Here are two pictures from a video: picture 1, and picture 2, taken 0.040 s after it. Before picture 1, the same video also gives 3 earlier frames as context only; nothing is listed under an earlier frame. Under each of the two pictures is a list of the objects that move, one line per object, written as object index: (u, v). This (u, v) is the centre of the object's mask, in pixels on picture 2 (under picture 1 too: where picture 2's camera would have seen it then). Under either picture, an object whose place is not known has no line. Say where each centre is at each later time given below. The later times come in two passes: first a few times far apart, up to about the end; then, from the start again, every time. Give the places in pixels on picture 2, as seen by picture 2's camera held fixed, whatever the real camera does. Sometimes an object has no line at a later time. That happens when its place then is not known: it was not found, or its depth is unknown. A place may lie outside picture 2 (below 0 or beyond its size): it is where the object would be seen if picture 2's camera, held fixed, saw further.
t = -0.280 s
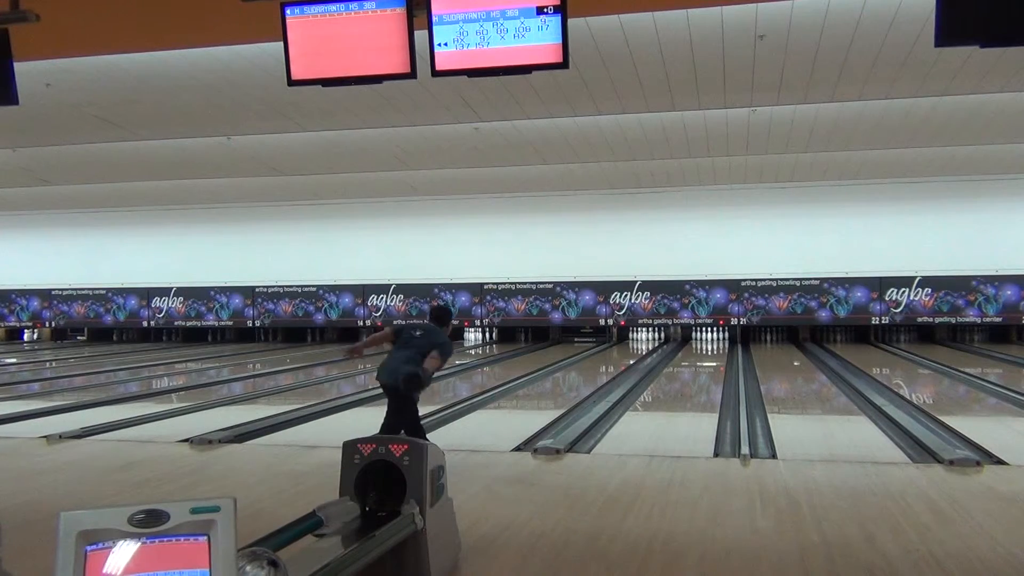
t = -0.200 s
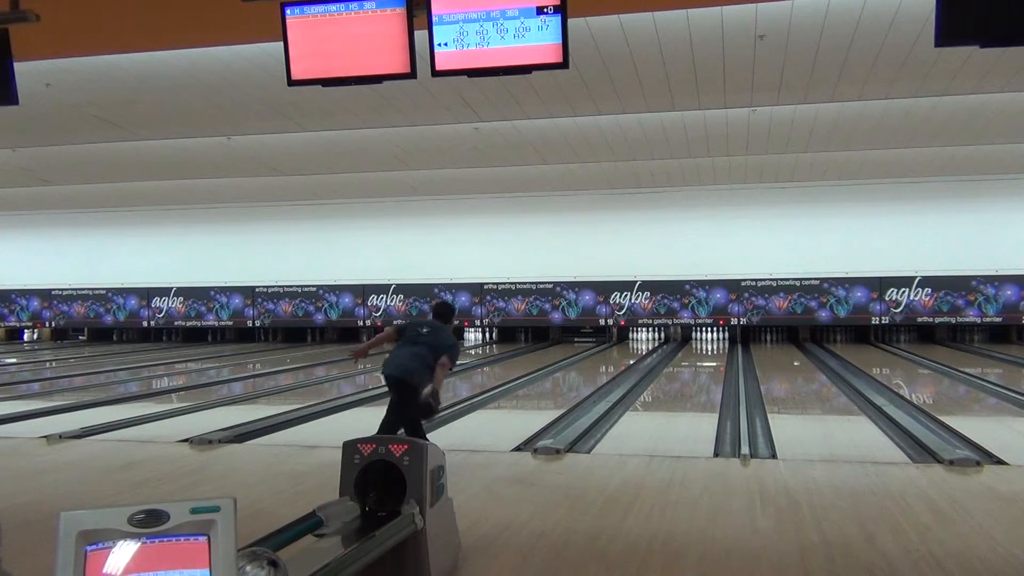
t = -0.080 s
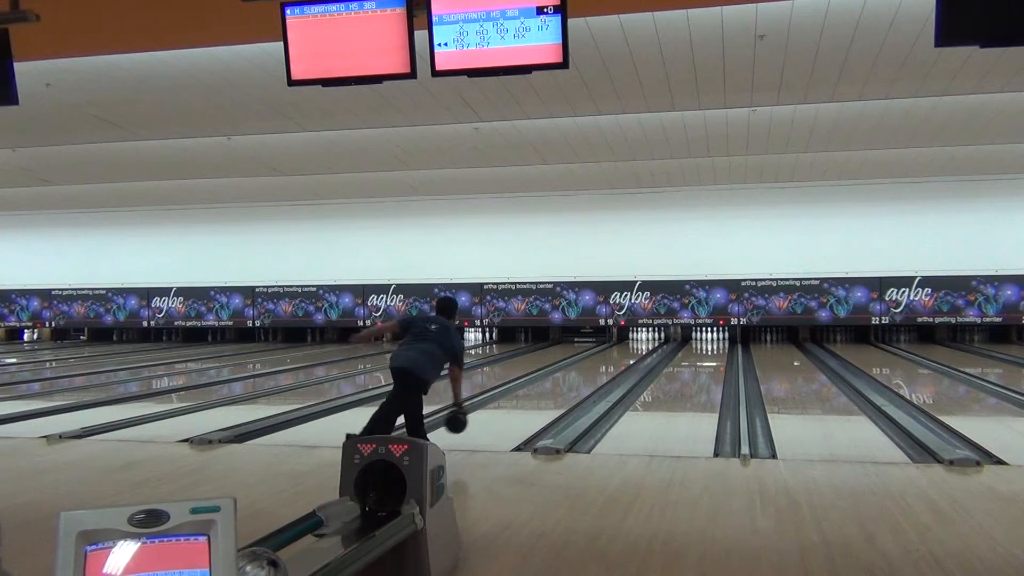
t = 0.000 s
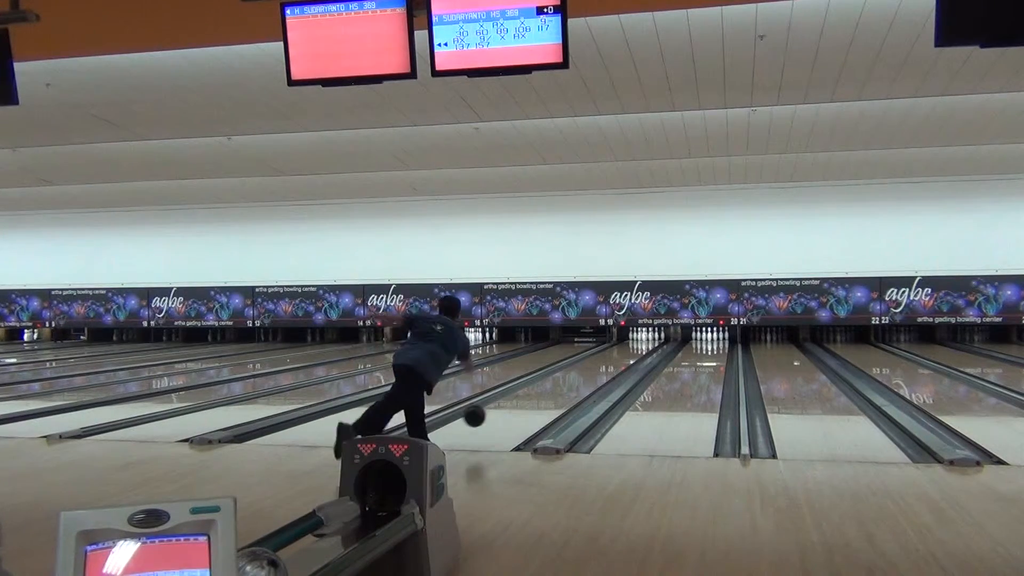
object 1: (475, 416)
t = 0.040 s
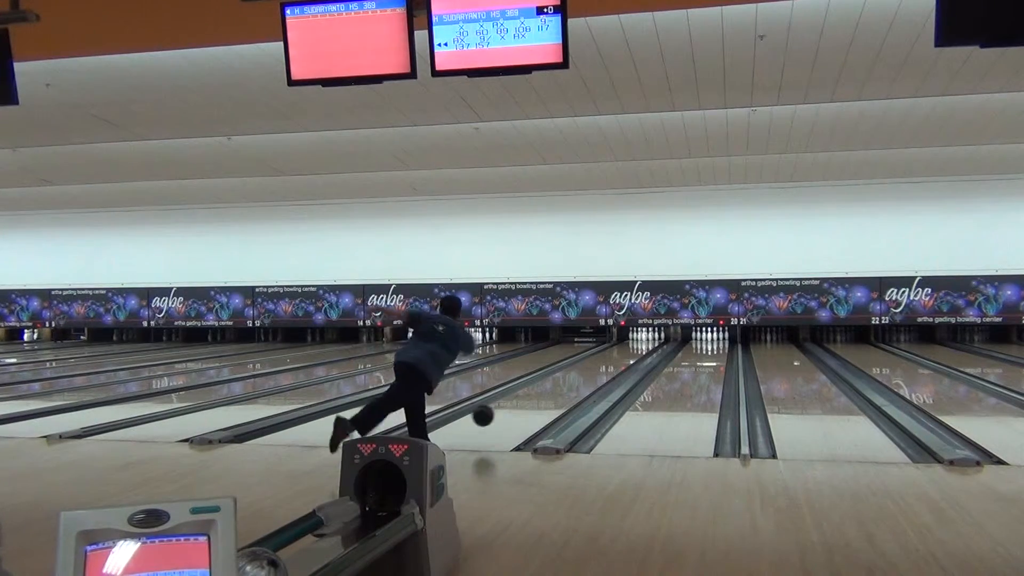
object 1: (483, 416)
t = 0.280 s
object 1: (525, 408)
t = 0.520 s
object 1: (555, 393)
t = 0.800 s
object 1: (581, 379)
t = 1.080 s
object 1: (601, 368)
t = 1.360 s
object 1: (616, 360)
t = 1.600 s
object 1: (625, 354)
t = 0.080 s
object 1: (491, 416)
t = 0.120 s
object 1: (499, 419)
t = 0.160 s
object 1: (506, 417)
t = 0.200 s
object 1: (513, 413)
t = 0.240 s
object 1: (519, 410)
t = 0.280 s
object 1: (525, 408)
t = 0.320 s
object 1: (531, 405)
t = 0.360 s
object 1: (536, 402)
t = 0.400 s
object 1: (541, 400)
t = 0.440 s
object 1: (546, 397)
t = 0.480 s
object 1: (551, 395)
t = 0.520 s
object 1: (555, 393)
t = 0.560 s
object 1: (559, 390)
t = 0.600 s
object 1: (563, 388)
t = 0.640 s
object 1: (567, 386)
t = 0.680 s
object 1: (571, 384)
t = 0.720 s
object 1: (574, 382)
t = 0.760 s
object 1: (578, 381)
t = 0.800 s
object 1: (581, 379)
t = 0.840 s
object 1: (584, 378)
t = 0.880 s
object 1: (587, 376)
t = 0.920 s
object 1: (590, 374)
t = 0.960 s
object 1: (593, 373)
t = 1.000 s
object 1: (595, 371)
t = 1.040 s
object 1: (598, 369)
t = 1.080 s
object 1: (601, 368)
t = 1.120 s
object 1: (603, 367)
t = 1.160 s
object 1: (605, 366)
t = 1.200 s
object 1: (607, 365)
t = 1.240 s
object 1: (609, 363)
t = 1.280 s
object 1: (612, 362)
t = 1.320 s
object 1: (614, 361)
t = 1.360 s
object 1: (616, 360)
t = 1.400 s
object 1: (617, 359)
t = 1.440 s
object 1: (619, 358)
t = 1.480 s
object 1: (621, 357)
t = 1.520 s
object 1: (622, 356)
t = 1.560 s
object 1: (624, 355)
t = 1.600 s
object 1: (625, 354)
